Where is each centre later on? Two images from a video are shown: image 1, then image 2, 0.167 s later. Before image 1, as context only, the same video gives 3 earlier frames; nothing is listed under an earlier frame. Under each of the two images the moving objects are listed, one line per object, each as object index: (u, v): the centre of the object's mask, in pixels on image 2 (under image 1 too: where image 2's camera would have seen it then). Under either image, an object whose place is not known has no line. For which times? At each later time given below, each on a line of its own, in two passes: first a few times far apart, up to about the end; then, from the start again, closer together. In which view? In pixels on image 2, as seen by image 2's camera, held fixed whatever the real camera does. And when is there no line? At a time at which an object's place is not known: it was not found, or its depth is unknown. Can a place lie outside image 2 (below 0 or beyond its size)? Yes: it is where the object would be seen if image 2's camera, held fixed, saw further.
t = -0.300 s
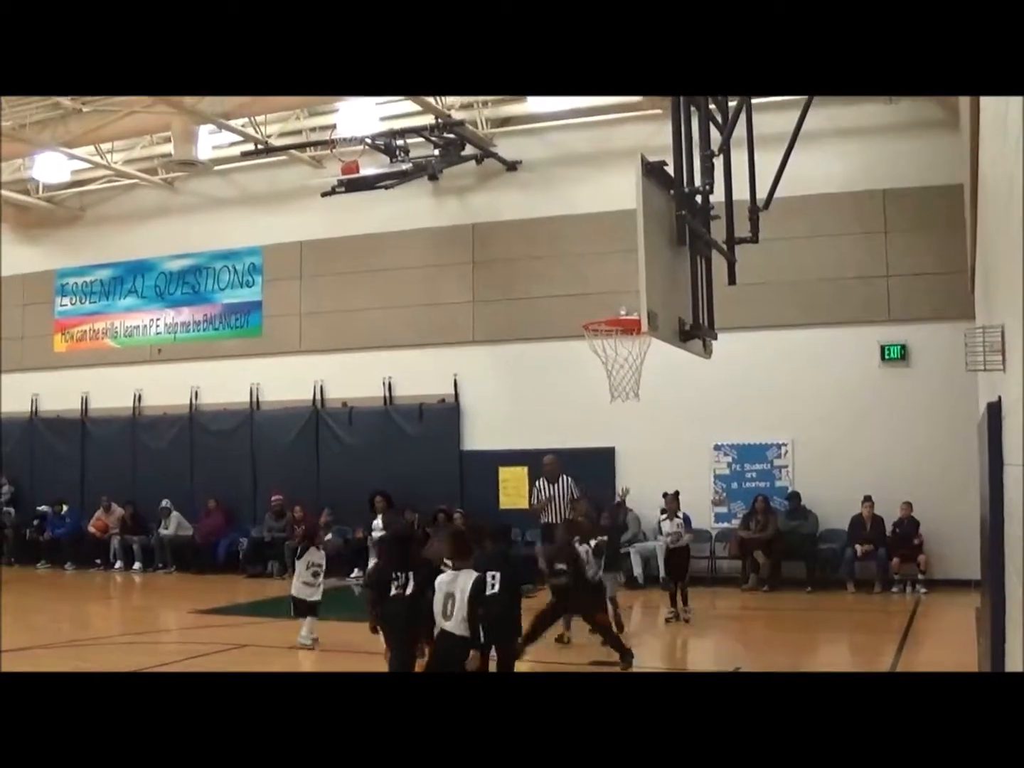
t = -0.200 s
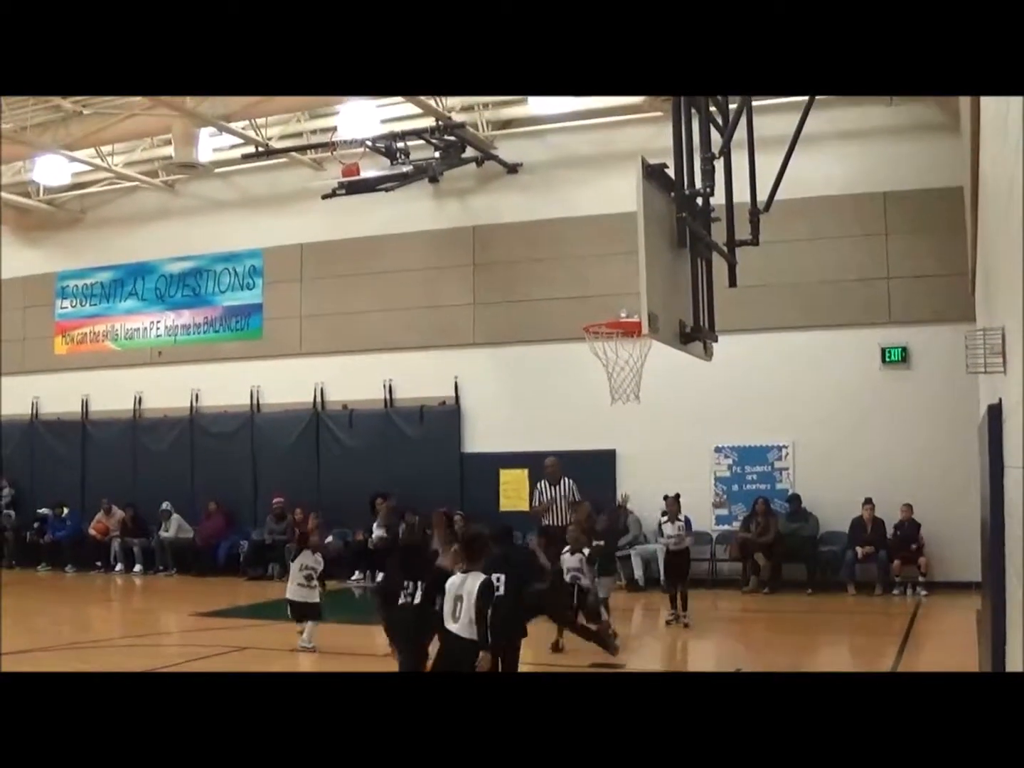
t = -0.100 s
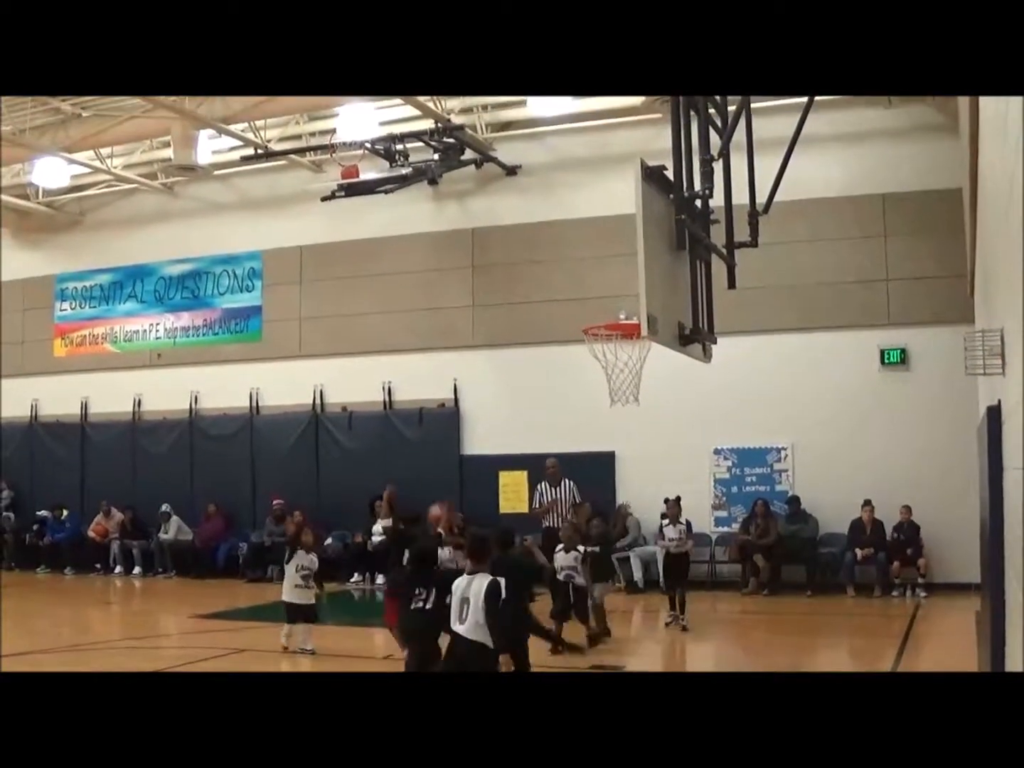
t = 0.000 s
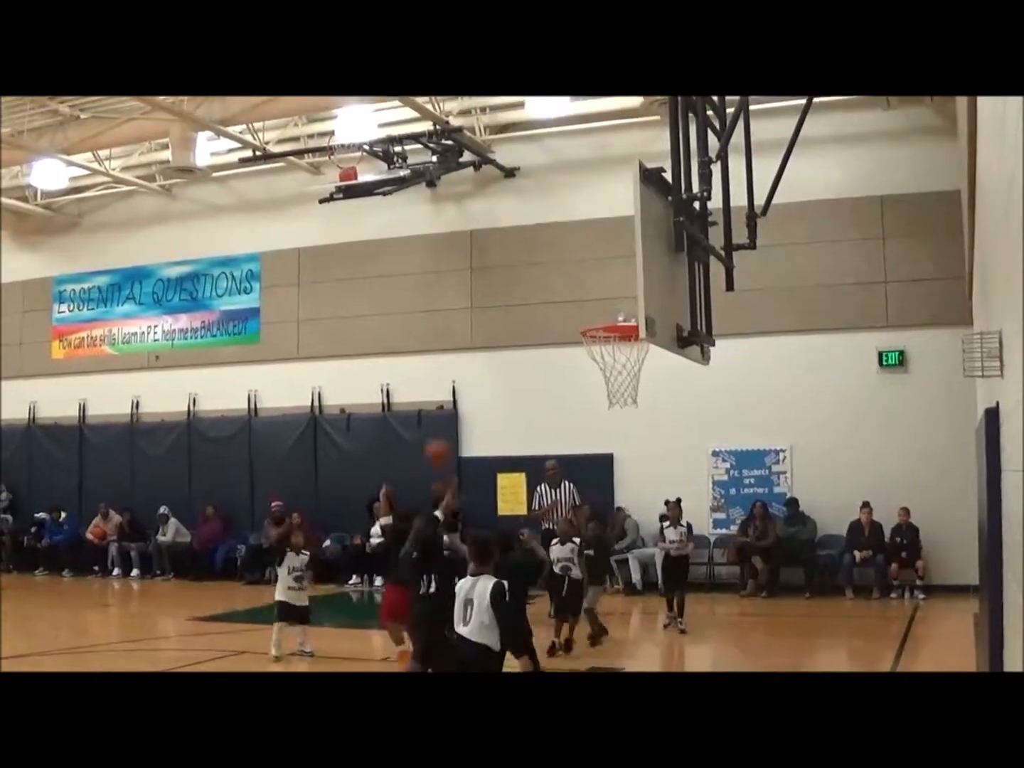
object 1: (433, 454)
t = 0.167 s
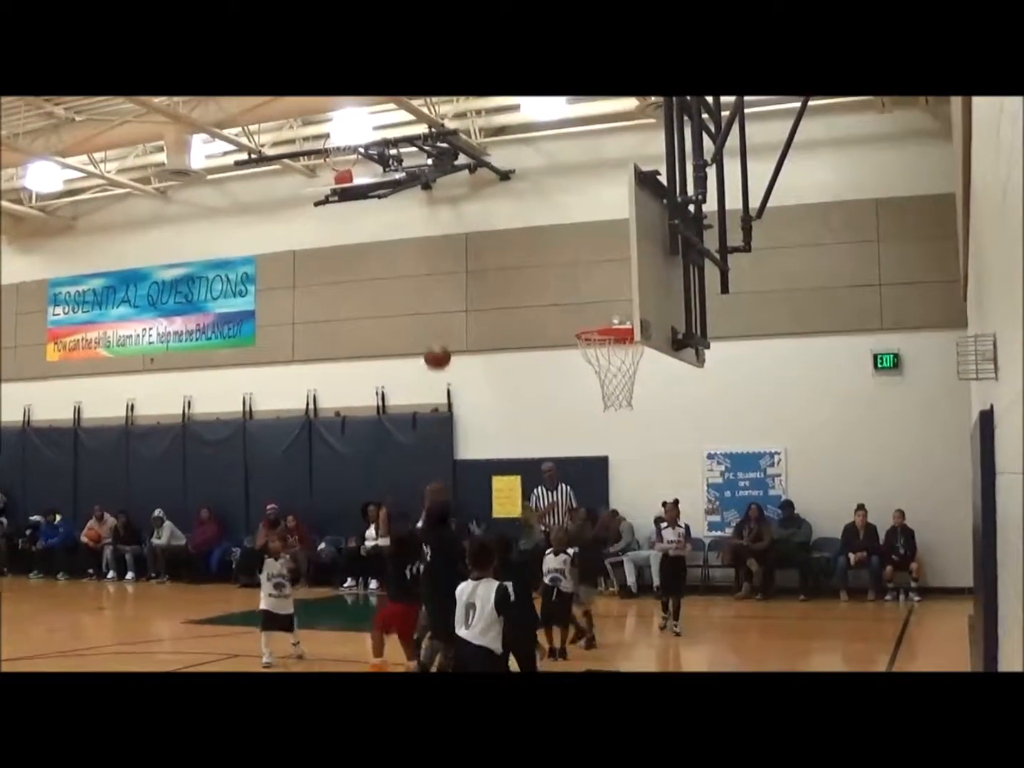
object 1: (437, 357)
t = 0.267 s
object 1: (440, 311)
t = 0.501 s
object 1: (446, 252)
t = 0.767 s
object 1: (456, 266)
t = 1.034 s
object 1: (468, 380)
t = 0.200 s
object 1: (438, 341)
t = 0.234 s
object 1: (439, 326)
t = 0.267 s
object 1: (440, 311)
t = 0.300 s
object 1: (441, 299)
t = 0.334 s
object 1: (442, 288)
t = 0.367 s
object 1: (442, 278)
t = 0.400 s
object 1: (443, 270)
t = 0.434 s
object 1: (444, 263)
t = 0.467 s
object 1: (445, 256)
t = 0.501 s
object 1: (446, 252)
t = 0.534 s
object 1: (447, 249)
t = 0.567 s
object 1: (449, 247)
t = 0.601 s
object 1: (450, 246)
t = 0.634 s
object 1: (451, 247)
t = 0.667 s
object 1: (452, 249)
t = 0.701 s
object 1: (453, 254)
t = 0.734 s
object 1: (455, 259)
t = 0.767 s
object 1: (456, 266)
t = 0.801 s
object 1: (458, 275)
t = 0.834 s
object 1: (459, 285)
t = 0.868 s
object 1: (461, 297)
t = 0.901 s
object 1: (461, 310)
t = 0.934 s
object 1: (464, 325)
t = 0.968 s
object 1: (466, 341)
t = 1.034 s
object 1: (468, 380)
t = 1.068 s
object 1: (470, 403)
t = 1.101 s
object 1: (472, 427)
